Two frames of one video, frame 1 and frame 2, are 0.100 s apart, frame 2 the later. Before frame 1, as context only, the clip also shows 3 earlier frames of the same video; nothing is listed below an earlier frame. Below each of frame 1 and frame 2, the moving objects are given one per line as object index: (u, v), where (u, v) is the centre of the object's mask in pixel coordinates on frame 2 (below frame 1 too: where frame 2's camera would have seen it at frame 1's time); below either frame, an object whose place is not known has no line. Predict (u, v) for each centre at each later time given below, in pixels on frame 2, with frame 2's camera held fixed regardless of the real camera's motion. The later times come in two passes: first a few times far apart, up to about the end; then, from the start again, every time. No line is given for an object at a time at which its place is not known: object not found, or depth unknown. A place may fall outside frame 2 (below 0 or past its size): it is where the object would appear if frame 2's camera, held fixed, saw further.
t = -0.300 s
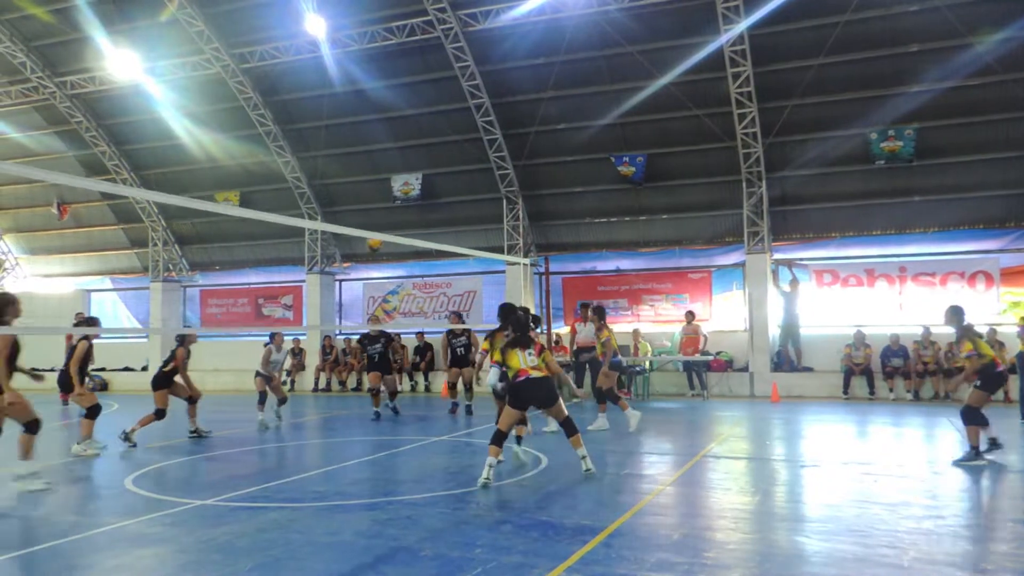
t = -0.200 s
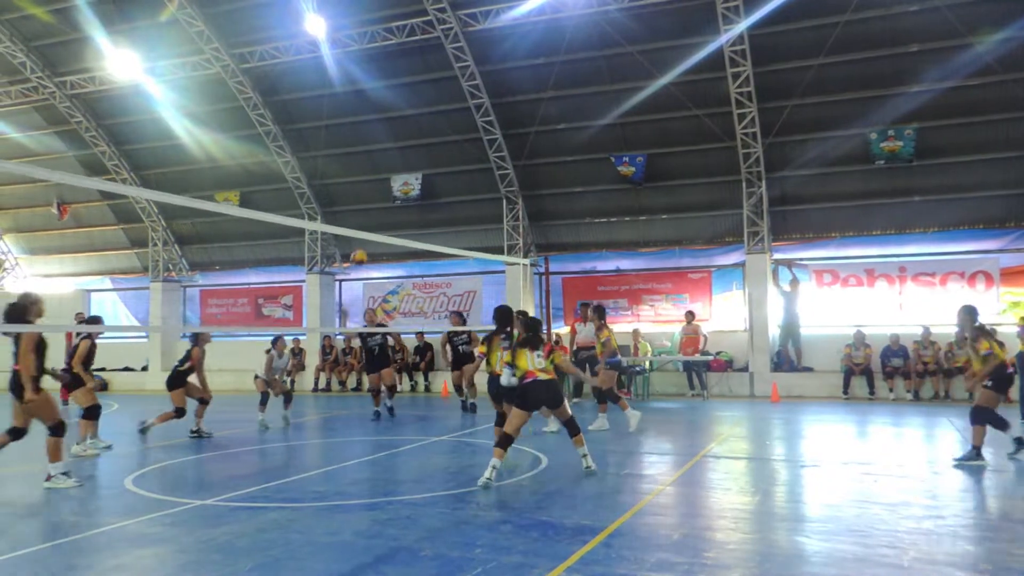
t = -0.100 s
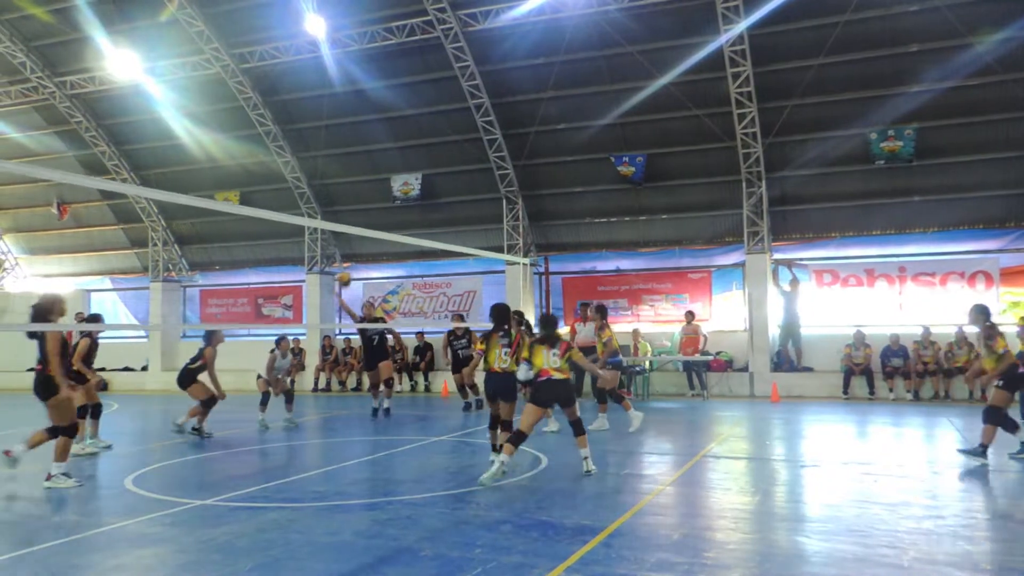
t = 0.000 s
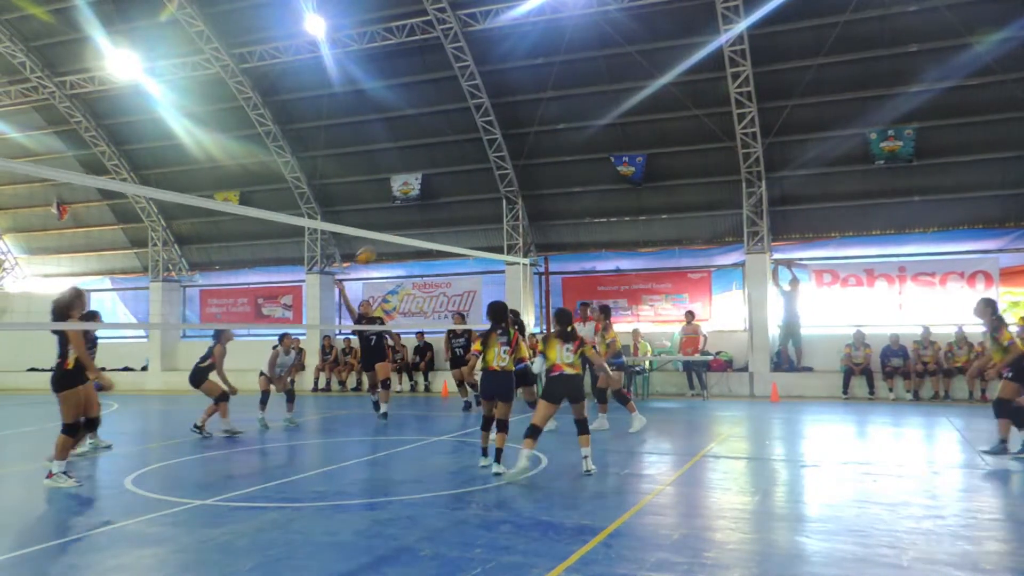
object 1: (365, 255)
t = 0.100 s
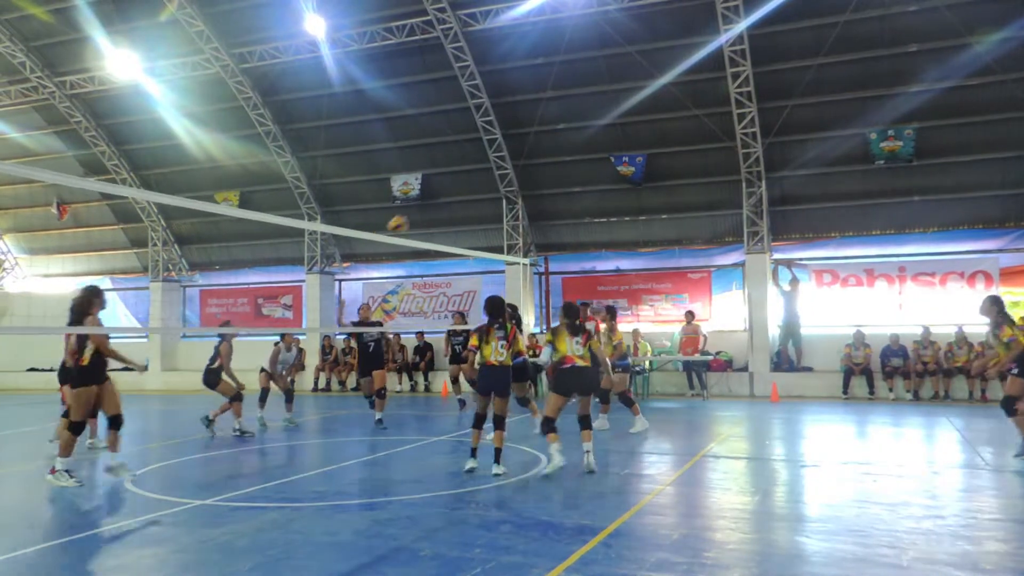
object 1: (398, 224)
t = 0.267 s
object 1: (461, 187)
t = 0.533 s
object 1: (592, 169)
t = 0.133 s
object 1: (411, 215)
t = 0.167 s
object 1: (423, 207)
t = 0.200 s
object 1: (434, 200)
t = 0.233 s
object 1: (447, 193)
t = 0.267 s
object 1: (461, 187)
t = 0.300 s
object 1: (475, 181)
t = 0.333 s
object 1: (488, 177)
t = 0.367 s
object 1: (504, 174)
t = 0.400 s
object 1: (522, 170)
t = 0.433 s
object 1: (538, 168)
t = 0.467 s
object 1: (555, 167)
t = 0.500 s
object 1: (573, 167)
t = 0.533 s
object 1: (592, 169)
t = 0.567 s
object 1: (612, 171)
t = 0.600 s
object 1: (633, 175)
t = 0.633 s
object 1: (656, 180)
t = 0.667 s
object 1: (678, 187)
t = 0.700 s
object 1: (706, 195)
